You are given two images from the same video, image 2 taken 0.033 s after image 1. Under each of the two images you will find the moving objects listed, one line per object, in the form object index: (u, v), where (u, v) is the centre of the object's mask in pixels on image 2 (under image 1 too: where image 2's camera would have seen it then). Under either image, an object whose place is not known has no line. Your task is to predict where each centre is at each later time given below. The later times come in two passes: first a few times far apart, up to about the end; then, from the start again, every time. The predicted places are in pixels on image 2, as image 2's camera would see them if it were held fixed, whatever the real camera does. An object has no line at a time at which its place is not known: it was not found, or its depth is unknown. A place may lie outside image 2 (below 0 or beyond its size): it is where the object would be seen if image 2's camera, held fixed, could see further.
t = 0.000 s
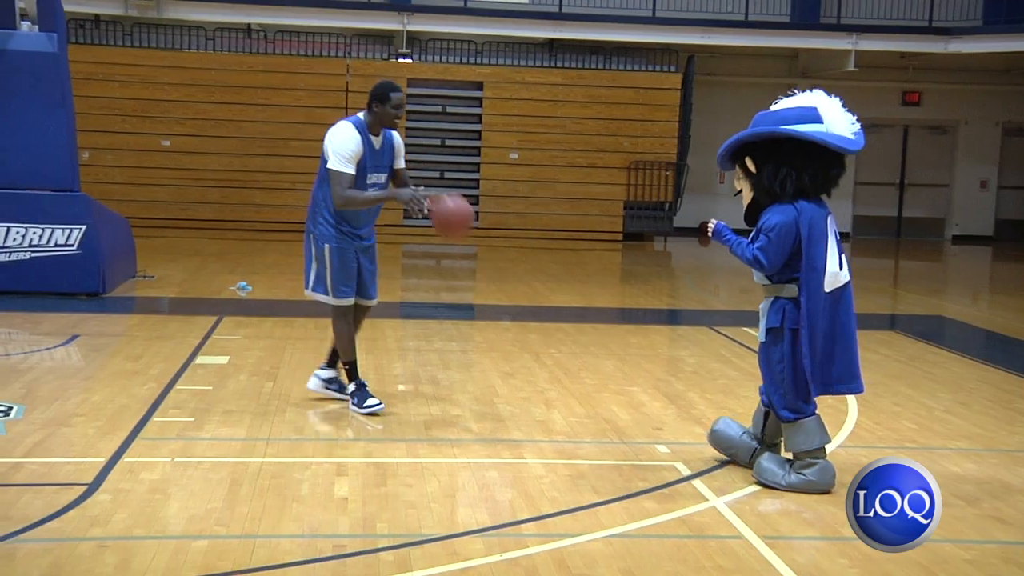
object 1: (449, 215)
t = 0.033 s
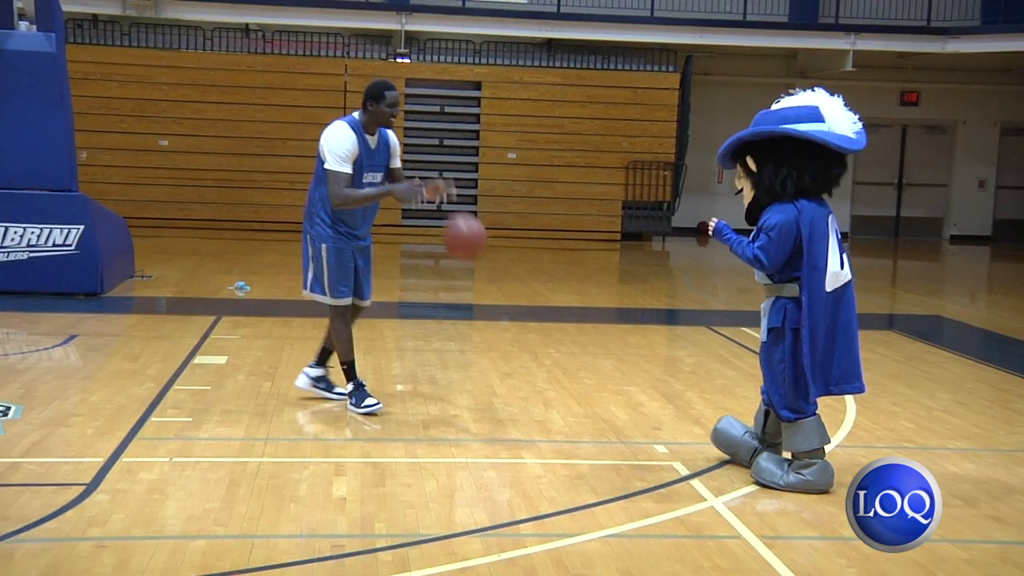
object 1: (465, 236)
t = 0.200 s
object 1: (536, 371)
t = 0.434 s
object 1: (648, 318)
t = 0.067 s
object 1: (479, 259)
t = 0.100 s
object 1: (493, 283)
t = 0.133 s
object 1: (508, 312)
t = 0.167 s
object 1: (521, 340)
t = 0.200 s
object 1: (536, 371)
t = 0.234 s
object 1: (550, 405)
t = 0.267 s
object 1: (568, 408)
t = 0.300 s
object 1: (583, 387)
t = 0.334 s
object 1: (599, 368)
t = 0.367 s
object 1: (615, 349)
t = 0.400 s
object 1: (632, 332)
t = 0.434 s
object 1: (648, 318)
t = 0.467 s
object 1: (664, 306)
